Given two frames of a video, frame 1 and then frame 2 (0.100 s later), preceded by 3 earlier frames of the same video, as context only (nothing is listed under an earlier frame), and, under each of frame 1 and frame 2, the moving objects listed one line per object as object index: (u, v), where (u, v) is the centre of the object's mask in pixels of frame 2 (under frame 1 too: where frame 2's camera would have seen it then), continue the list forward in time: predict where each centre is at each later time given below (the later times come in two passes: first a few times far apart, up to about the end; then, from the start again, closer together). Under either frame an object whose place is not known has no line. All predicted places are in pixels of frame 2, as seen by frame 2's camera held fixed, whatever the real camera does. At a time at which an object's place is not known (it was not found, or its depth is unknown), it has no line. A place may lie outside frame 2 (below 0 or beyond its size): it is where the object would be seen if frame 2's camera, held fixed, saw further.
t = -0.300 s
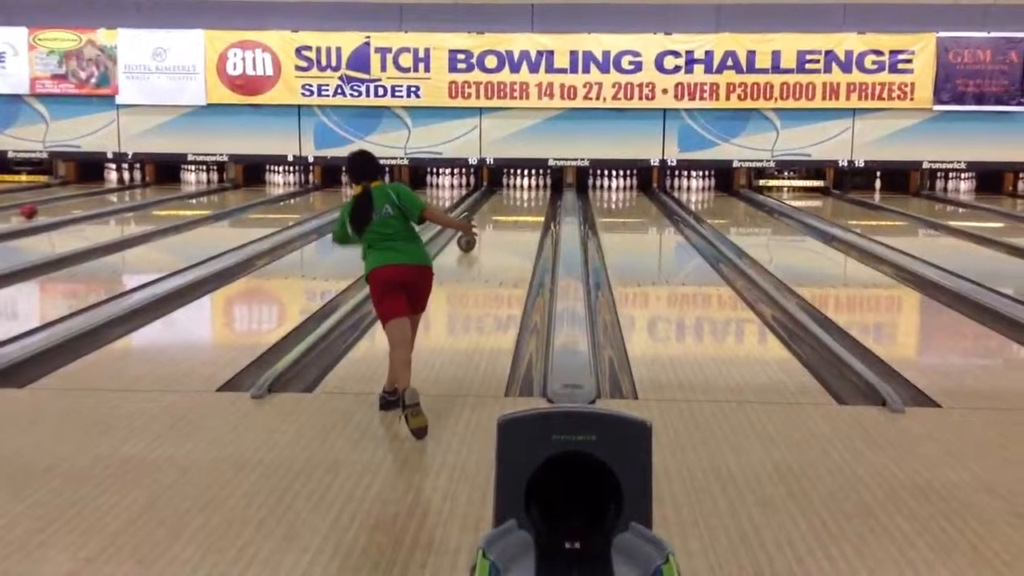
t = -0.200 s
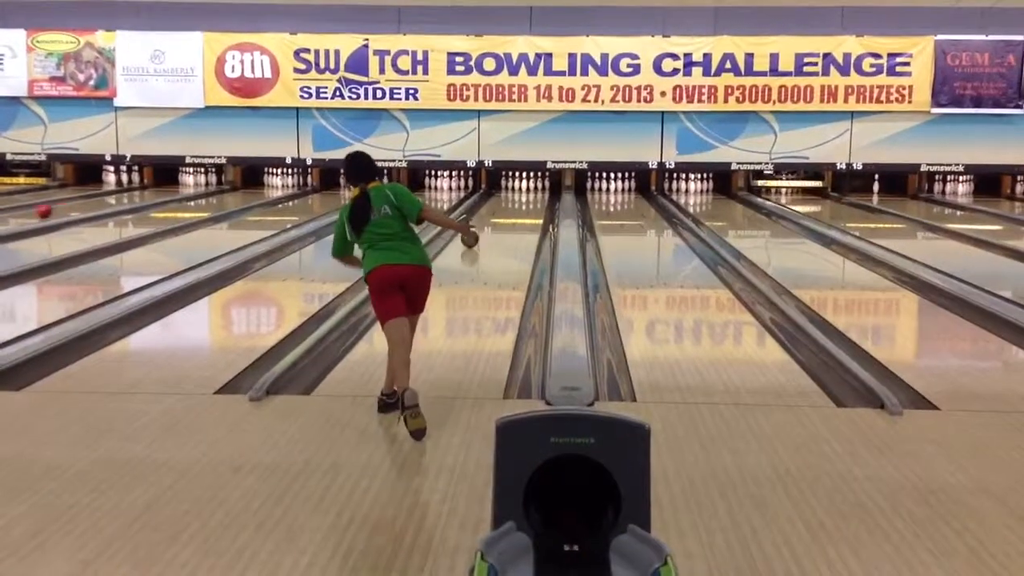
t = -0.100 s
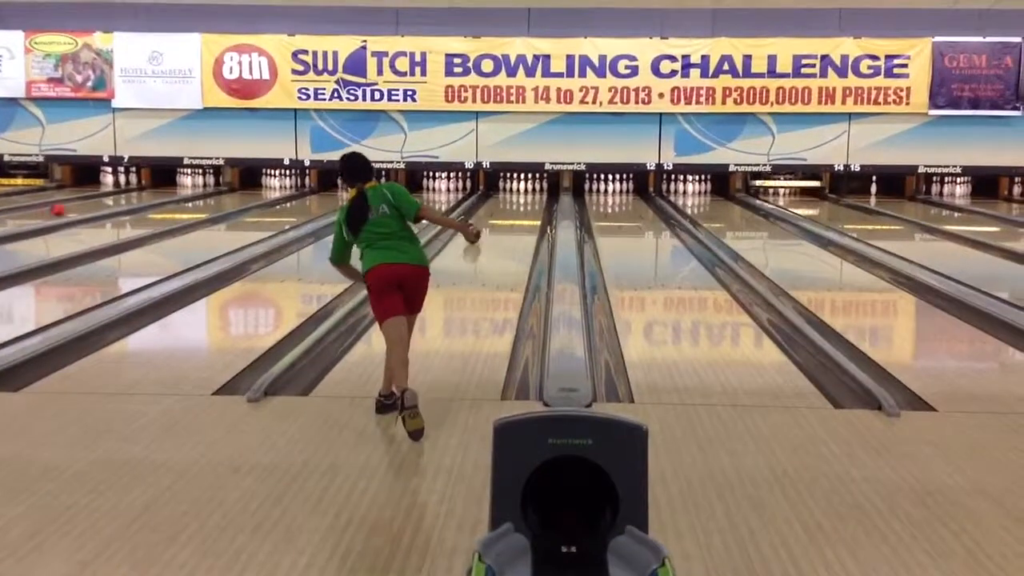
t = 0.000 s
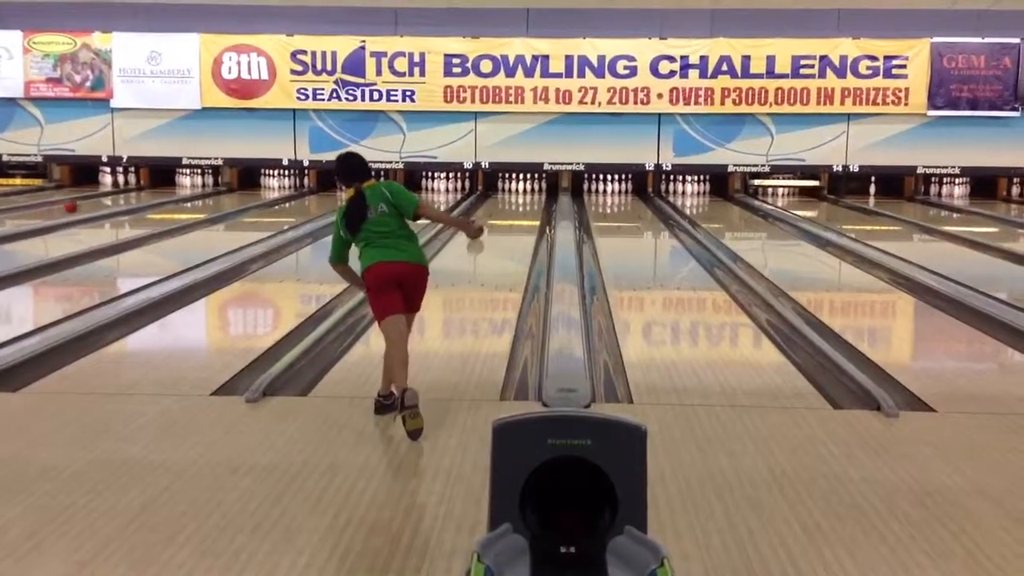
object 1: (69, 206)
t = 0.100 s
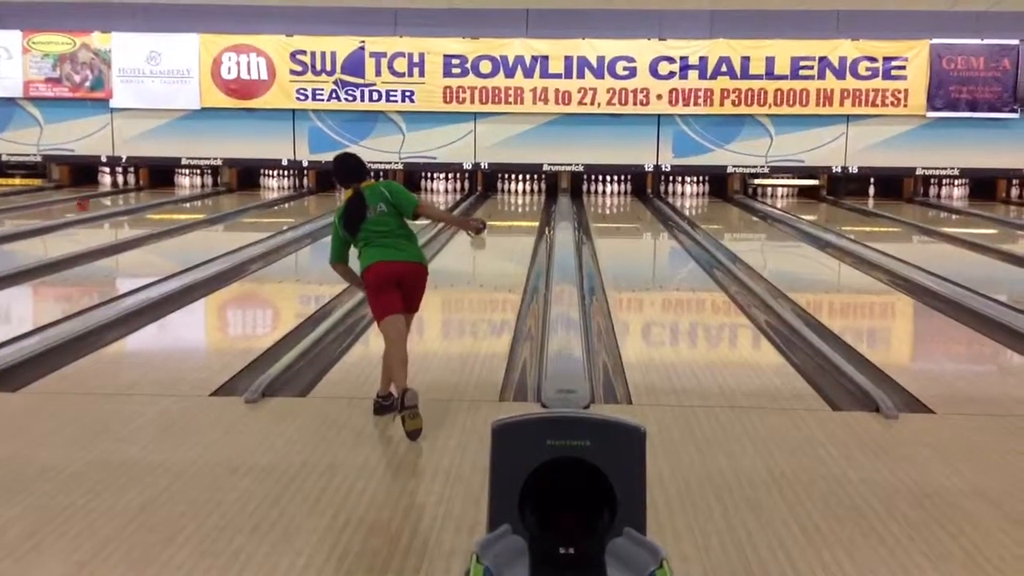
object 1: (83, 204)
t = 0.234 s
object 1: (99, 201)
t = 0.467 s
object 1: (119, 196)
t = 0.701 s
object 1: (137, 192)
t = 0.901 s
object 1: (150, 189)
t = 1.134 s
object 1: (164, 187)
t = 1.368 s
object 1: (177, 183)
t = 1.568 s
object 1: (181, 182)
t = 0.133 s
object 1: (87, 203)
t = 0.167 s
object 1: (90, 202)
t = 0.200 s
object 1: (93, 201)
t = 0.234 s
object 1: (99, 201)
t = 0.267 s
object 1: (101, 199)
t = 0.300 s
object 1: (106, 200)
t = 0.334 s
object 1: (108, 199)
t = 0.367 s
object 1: (111, 198)
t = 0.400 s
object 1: (114, 197)
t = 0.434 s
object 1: (117, 196)
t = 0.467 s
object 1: (119, 196)
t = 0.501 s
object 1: (122, 195)
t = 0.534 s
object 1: (124, 195)
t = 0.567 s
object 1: (126, 195)
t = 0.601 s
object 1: (130, 195)
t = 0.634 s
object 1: (132, 193)
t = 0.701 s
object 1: (137, 192)
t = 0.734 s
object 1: (138, 192)
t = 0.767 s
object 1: (141, 191)
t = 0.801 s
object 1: (142, 190)
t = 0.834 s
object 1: (146, 189)
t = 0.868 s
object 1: (148, 189)
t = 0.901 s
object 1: (150, 189)
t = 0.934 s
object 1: (152, 189)
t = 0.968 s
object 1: (153, 189)
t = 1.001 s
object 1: (156, 188)
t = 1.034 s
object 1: (158, 188)
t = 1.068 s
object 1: (160, 187)
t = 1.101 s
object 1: (162, 187)
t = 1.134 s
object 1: (164, 187)
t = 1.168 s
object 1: (166, 186)
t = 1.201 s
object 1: (168, 185)
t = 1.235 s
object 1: (170, 184)
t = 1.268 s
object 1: (174, 182)
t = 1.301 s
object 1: (175, 184)
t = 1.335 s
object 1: (176, 183)
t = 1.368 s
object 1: (177, 183)
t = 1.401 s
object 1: (179, 183)
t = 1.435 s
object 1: (181, 183)
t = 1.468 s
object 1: (180, 183)
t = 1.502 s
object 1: (179, 183)
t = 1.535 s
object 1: (180, 182)
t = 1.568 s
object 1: (181, 182)
